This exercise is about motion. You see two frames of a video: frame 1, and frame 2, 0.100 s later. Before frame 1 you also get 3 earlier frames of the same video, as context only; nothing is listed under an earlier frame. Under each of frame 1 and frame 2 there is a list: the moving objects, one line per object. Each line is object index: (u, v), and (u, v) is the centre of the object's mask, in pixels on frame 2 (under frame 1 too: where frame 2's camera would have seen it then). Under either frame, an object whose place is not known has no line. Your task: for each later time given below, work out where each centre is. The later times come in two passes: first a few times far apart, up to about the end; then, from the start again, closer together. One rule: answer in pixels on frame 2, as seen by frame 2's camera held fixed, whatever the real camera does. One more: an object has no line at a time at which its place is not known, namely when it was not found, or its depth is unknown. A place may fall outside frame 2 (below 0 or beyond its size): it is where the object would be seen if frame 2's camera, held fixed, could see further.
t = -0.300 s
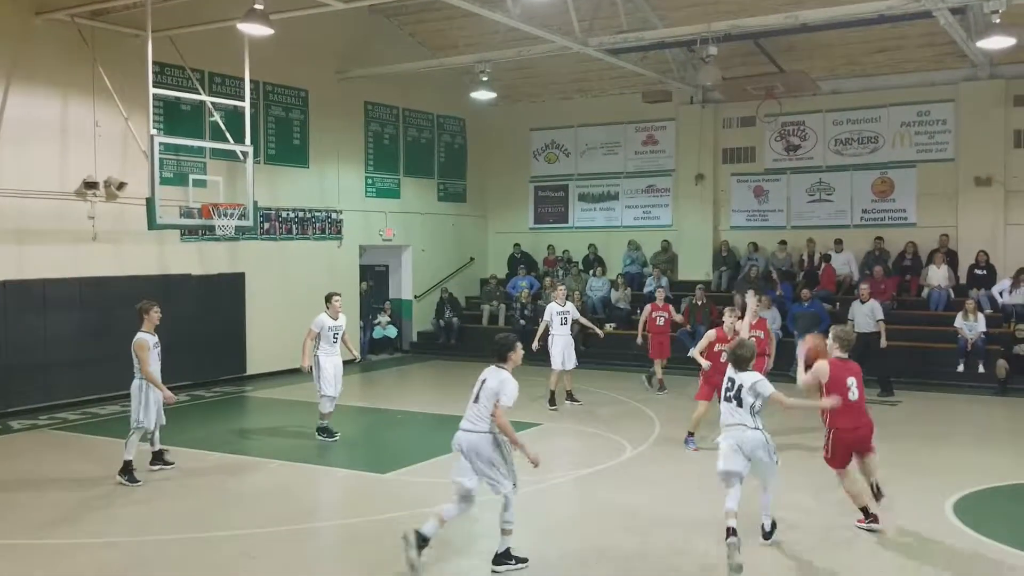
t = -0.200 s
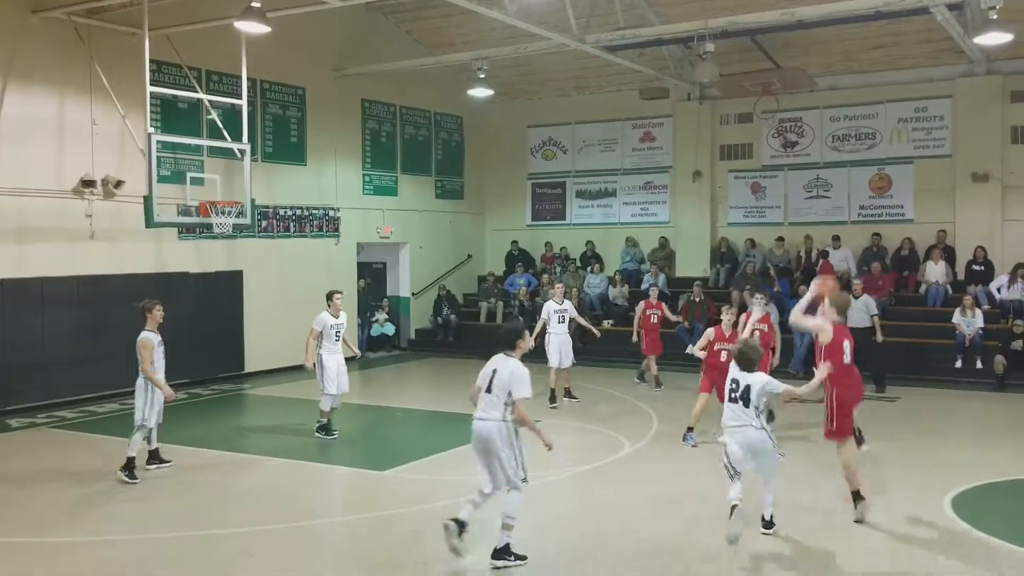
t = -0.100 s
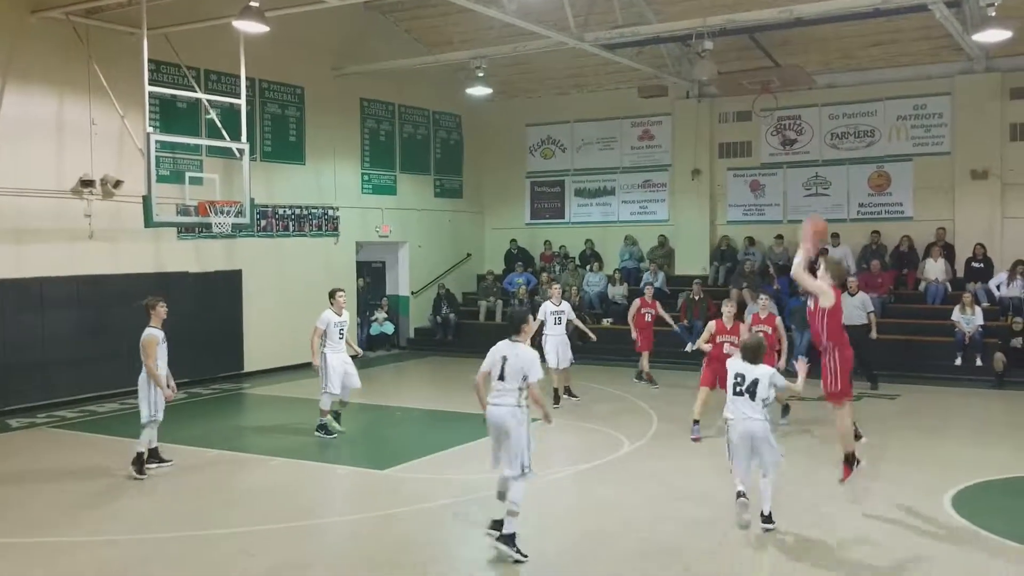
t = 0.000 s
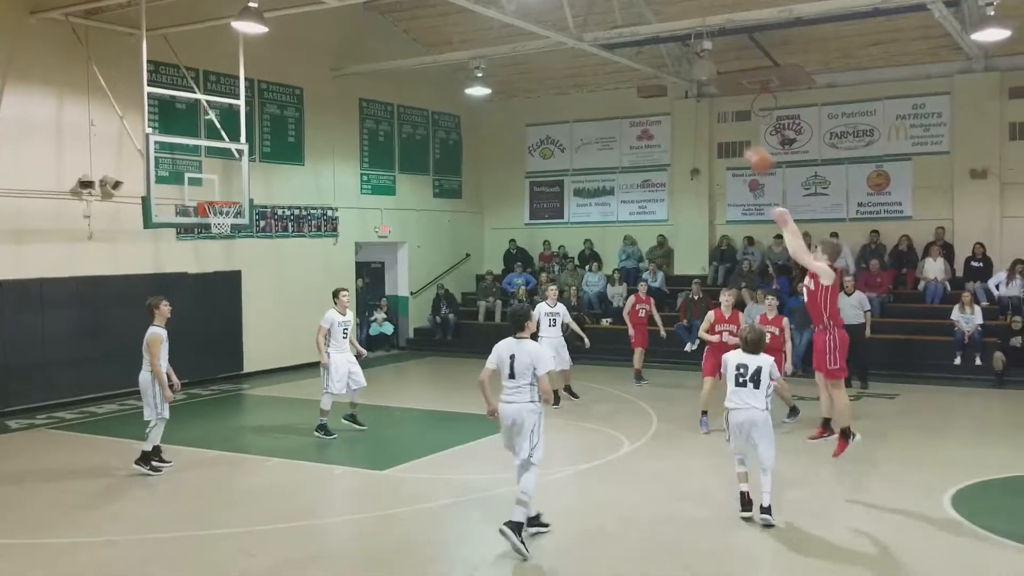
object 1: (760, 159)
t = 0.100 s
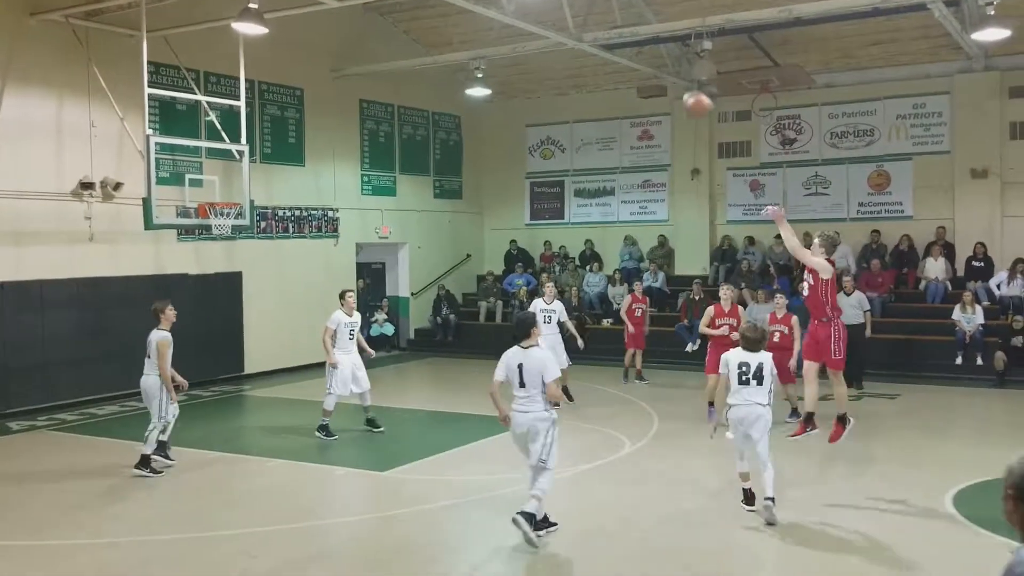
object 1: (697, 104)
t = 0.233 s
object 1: (620, 49)
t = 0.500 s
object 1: (502, -1)
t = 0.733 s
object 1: (403, 15)
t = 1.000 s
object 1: (313, 76)
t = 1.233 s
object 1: (252, 161)
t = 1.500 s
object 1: (213, 226)
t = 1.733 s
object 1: (216, 279)
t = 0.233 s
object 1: (620, 49)
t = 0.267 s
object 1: (604, 39)
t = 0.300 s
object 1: (586, 31)
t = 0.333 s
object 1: (567, 21)
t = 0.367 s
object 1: (554, 15)
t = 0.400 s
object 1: (537, 2)
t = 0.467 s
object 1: (515, -1)
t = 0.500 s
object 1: (502, -1)
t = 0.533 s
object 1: (486, 1)
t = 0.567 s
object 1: (467, 0)
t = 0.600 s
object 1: (454, 1)
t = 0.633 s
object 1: (443, 5)
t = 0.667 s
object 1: (430, 7)
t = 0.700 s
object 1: (417, 11)
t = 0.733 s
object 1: (403, 15)
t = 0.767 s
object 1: (395, 20)
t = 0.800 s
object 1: (381, 26)
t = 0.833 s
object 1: (368, 34)
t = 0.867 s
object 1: (359, 40)
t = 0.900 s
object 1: (346, 47)
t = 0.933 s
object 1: (335, 58)
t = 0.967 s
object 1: (324, 67)
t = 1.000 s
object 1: (313, 76)
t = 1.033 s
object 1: (305, 85)
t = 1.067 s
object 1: (297, 97)
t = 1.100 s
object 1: (287, 107)
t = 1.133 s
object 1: (279, 120)
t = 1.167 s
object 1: (270, 133)
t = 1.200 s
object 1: (261, 148)
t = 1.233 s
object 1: (252, 161)
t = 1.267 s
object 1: (243, 178)
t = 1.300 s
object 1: (235, 192)
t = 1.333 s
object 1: (225, 208)
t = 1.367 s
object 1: (221, 219)
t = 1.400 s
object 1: (218, 221)
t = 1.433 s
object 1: (215, 220)
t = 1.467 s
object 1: (212, 222)
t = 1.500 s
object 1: (213, 226)
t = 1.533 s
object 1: (212, 228)
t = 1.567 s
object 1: (213, 238)
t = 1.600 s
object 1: (214, 245)
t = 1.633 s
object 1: (214, 252)
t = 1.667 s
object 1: (214, 260)
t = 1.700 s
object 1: (215, 268)
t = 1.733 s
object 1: (216, 279)
